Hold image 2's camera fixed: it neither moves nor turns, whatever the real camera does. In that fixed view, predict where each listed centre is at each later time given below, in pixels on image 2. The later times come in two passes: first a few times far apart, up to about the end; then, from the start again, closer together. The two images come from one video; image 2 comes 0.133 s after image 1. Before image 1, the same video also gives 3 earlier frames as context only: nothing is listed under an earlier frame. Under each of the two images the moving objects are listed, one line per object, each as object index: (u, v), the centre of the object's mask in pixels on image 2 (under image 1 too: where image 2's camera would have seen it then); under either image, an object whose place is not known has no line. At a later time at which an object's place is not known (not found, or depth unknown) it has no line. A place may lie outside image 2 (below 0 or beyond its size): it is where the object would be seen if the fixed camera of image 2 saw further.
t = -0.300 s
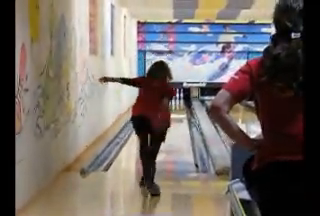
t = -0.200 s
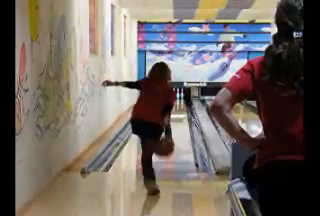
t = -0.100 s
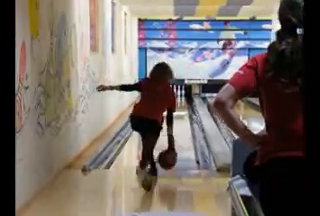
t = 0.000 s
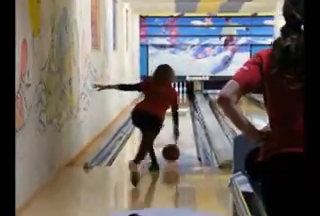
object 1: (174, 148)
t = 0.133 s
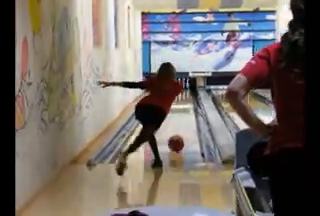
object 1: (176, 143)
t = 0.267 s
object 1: (177, 136)
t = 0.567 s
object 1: (179, 123)
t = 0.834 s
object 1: (181, 115)
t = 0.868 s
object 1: (181, 115)
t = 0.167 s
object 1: (176, 142)
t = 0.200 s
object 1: (176, 140)
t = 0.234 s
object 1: (177, 138)
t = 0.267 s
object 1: (177, 136)
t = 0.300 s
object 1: (177, 135)
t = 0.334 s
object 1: (177, 133)
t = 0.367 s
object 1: (178, 132)
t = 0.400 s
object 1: (178, 130)
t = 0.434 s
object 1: (178, 129)
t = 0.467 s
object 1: (178, 127)
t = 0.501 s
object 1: (179, 126)
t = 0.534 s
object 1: (179, 125)
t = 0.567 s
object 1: (179, 123)
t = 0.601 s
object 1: (180, 122)
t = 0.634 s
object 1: (181, 121)
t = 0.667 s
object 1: (180, 120)
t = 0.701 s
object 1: (181, 118)
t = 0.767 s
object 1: (181, 117)
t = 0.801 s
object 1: (181, 116)
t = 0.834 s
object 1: (181, 115)
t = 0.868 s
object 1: (181, 115)
